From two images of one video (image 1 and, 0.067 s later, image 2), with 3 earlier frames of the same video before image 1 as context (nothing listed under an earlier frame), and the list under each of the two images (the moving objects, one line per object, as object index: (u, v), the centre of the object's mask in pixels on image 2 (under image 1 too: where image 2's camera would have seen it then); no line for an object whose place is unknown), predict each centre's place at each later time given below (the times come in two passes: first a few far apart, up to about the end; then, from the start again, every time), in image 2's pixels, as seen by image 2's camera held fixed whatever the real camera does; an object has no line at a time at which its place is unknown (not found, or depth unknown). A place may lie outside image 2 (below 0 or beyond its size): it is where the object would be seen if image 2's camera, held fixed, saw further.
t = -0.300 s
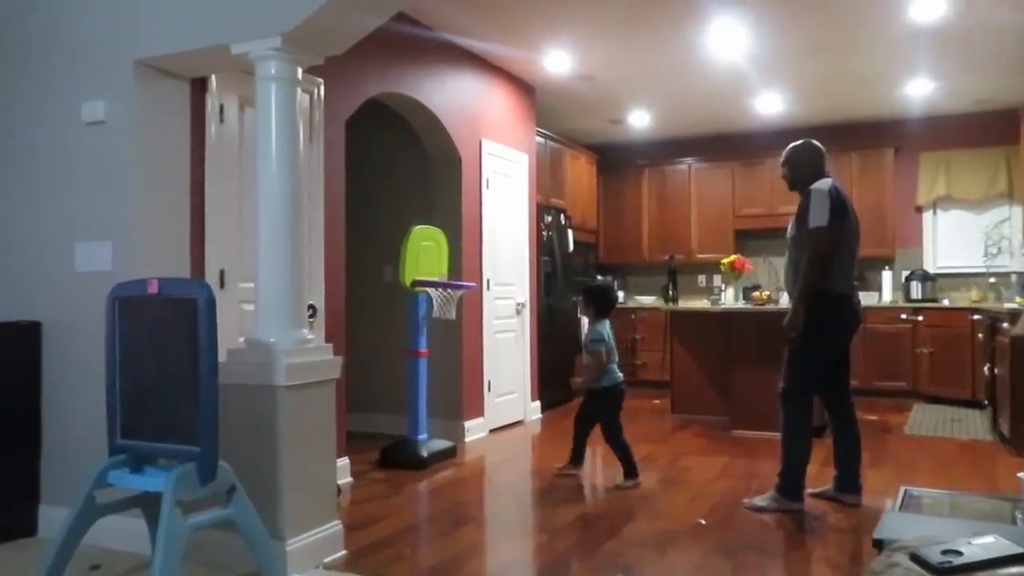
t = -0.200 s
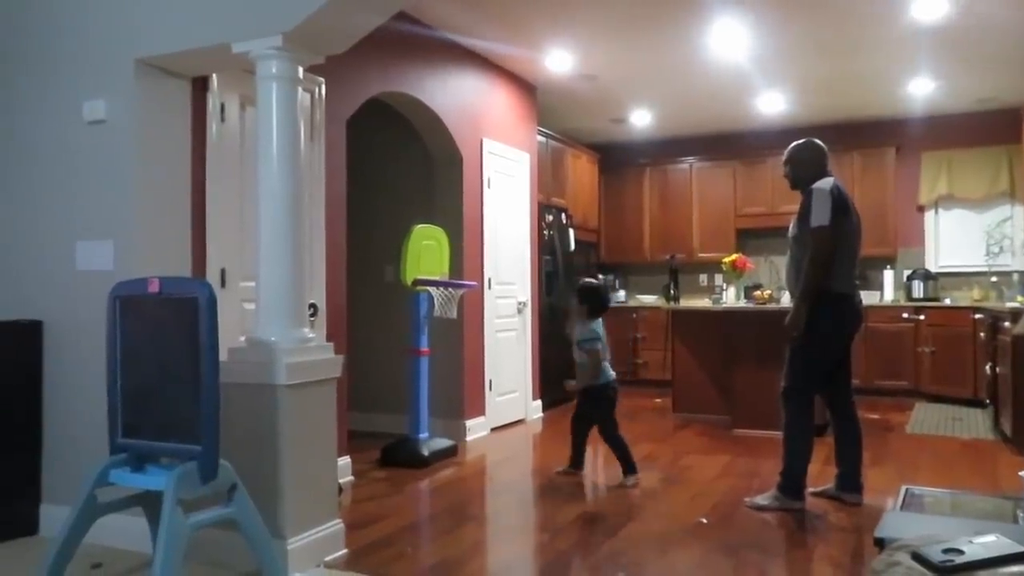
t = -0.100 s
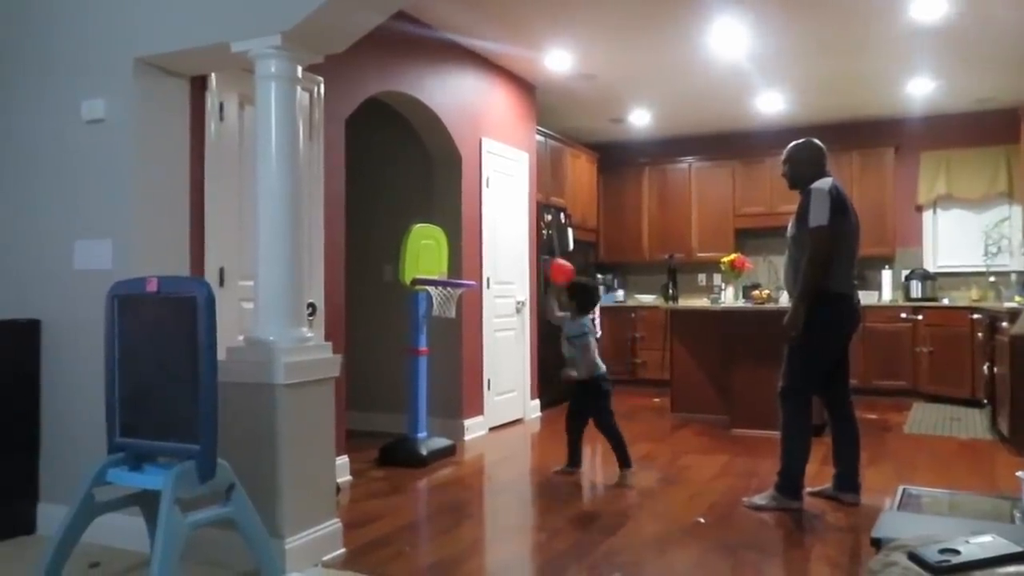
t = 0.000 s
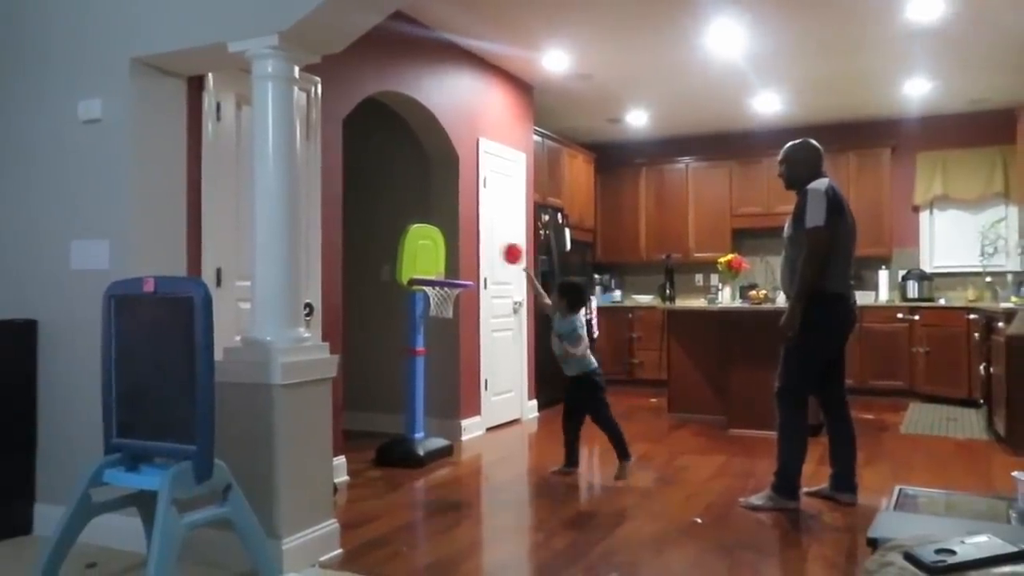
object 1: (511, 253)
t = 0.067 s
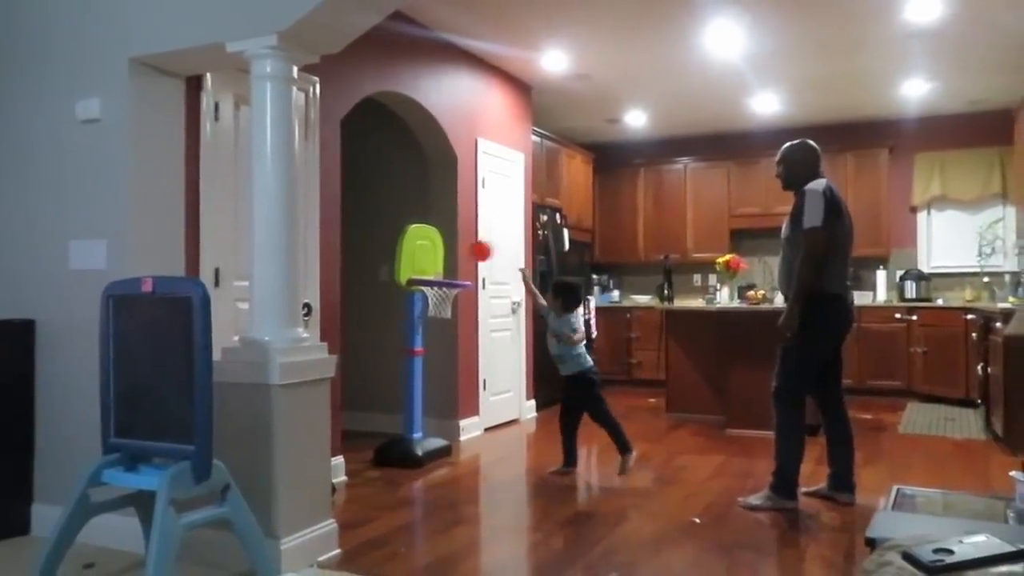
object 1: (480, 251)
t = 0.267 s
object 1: (458, 272)
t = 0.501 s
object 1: (451, 269)
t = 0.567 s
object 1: (451, 272)
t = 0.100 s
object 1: (466, 251)
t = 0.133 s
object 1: (453, 255)
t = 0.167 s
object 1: (439, 259)
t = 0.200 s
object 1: (444, 263)
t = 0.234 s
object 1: (453, 269)
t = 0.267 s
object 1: (458, 272)
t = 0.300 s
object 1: (455, 270)
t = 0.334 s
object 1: (455, 270)
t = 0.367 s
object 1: (454, 270)
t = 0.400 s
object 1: (453, 270)
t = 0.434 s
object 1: (452, 270)
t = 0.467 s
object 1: (451, 269)
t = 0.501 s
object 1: (451, 269)
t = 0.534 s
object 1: (451, 270)
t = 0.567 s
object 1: (451, 272)
